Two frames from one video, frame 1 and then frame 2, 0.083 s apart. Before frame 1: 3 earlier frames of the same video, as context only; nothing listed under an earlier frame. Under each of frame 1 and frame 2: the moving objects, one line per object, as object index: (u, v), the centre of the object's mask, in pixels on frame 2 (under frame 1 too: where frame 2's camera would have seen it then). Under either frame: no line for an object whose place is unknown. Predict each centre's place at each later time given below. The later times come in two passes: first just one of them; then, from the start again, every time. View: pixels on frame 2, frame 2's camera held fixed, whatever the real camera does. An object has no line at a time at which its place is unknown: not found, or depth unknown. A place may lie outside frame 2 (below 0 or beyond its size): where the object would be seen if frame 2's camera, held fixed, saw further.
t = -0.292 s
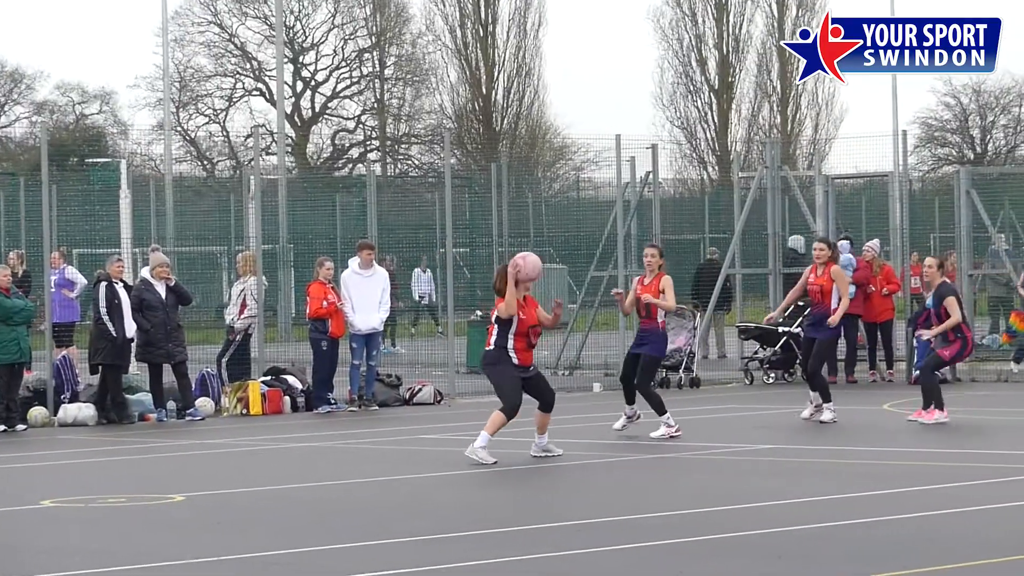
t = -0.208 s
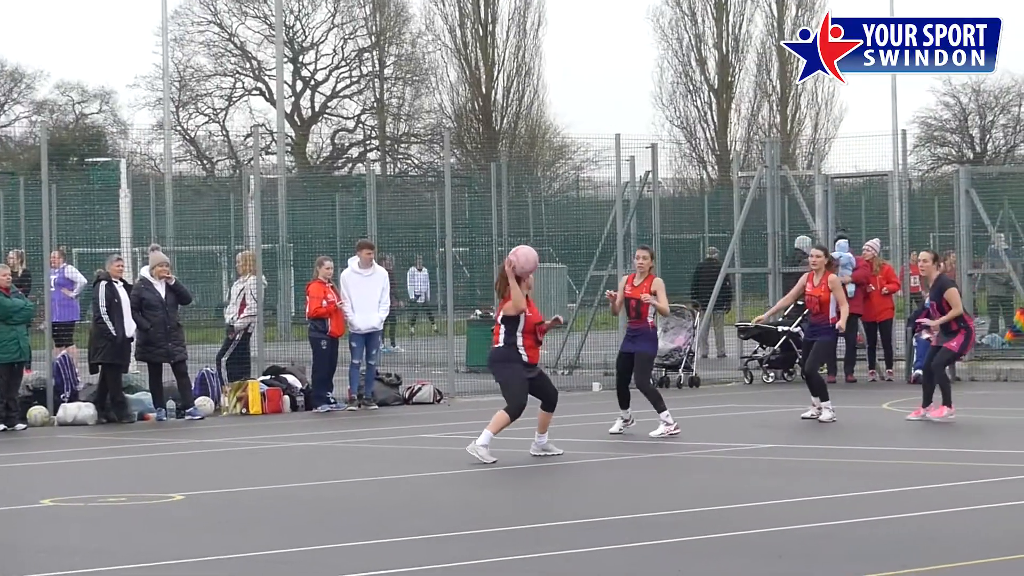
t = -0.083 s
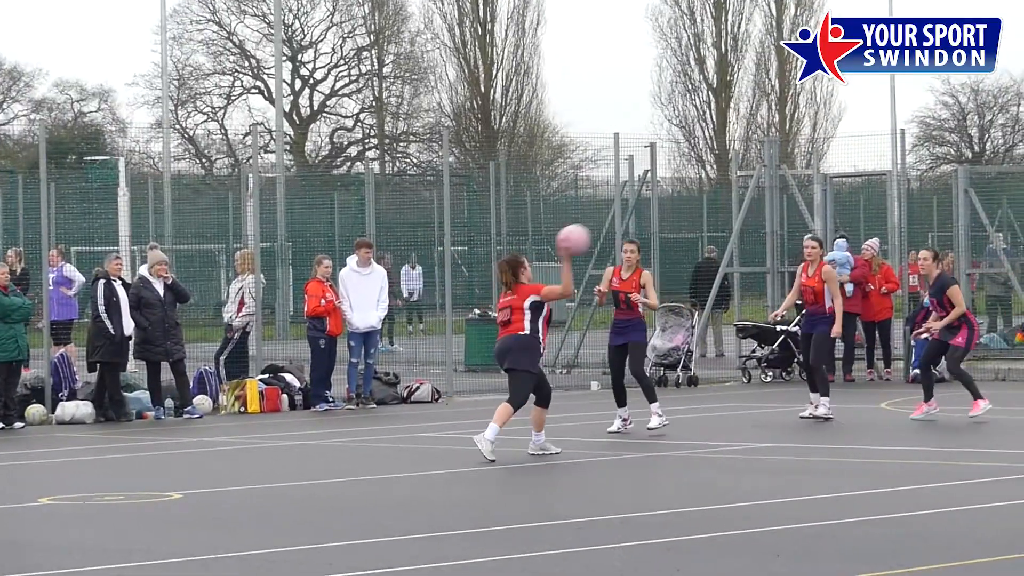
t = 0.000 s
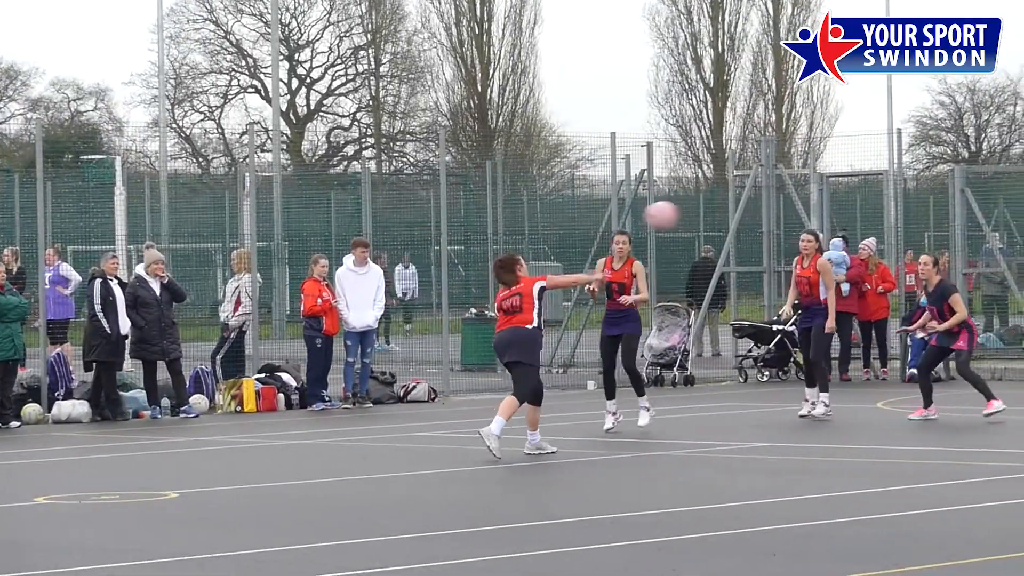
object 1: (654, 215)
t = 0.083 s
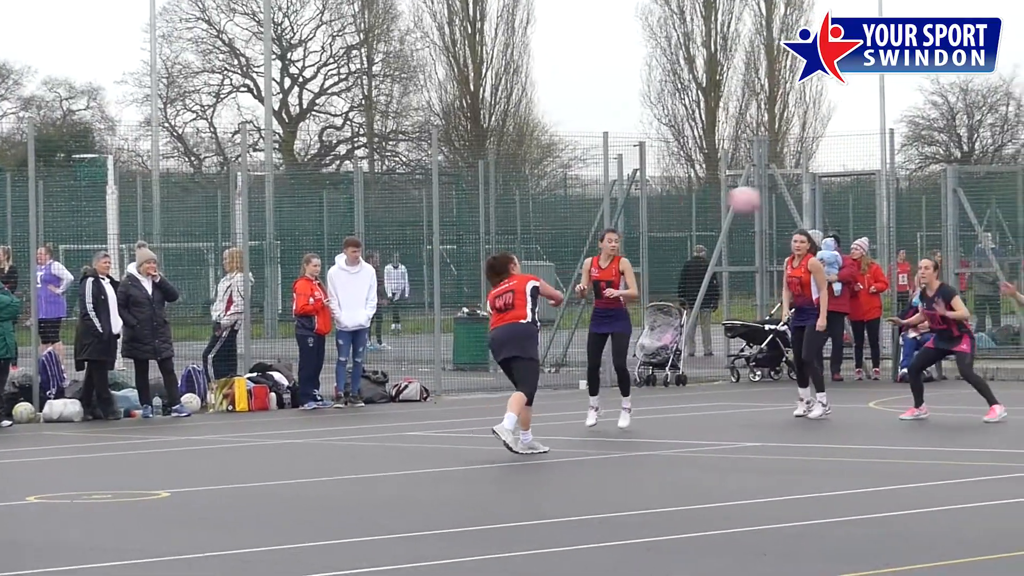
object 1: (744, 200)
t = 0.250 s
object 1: (917, 190)
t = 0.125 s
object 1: (788, 195)
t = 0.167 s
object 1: (832, 191)
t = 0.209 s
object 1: (873, 191)
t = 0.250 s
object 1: (917, 190)
